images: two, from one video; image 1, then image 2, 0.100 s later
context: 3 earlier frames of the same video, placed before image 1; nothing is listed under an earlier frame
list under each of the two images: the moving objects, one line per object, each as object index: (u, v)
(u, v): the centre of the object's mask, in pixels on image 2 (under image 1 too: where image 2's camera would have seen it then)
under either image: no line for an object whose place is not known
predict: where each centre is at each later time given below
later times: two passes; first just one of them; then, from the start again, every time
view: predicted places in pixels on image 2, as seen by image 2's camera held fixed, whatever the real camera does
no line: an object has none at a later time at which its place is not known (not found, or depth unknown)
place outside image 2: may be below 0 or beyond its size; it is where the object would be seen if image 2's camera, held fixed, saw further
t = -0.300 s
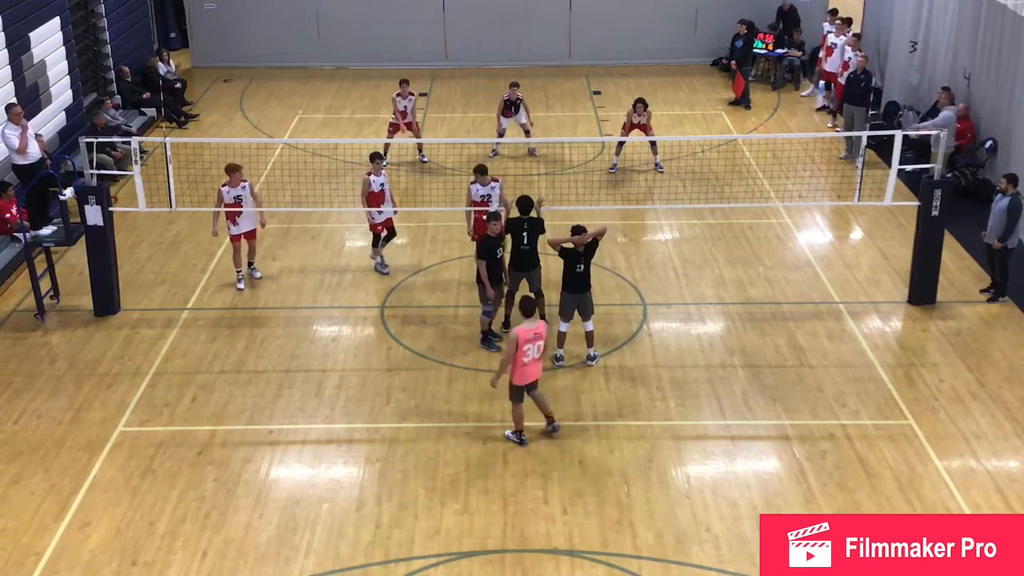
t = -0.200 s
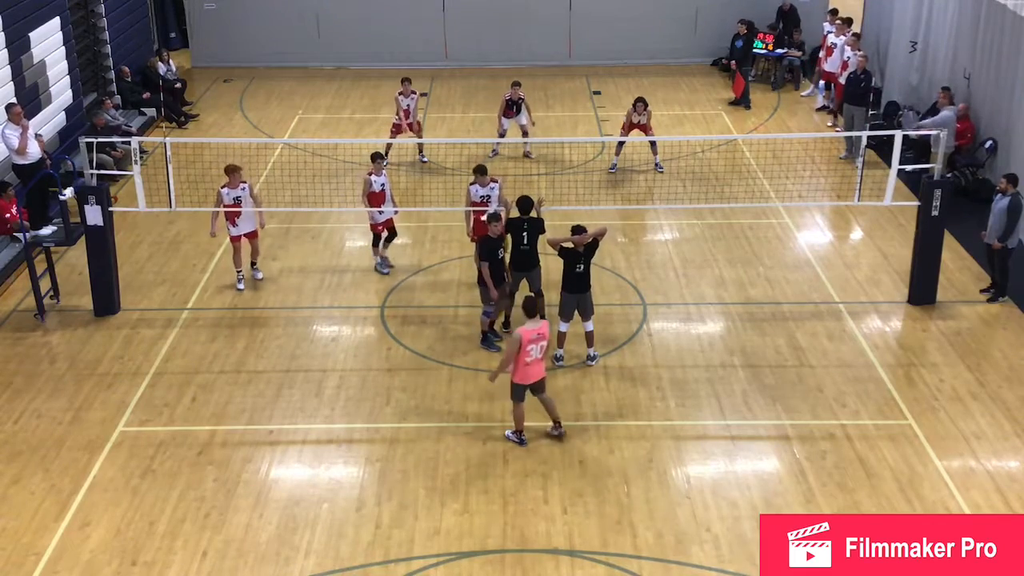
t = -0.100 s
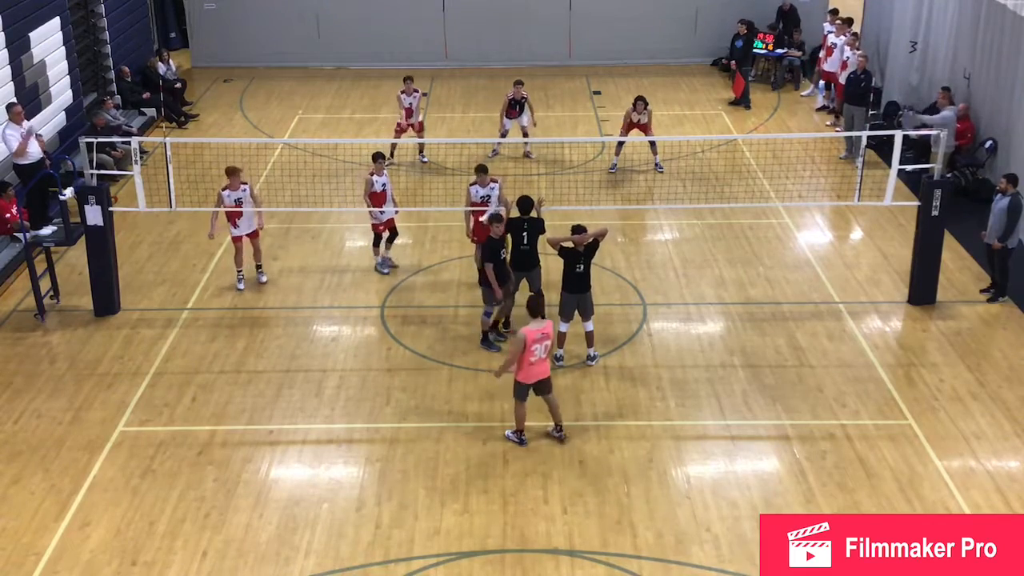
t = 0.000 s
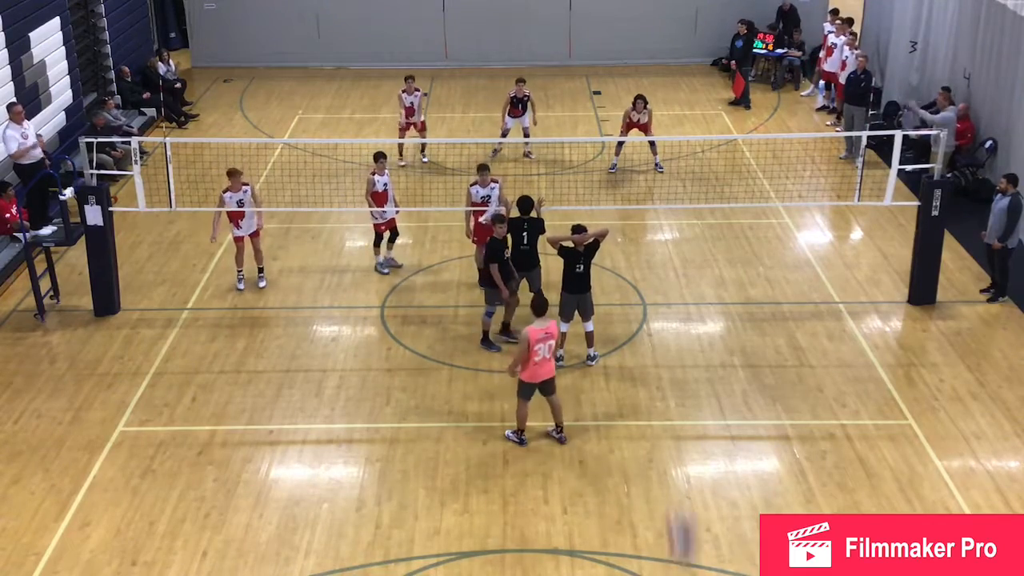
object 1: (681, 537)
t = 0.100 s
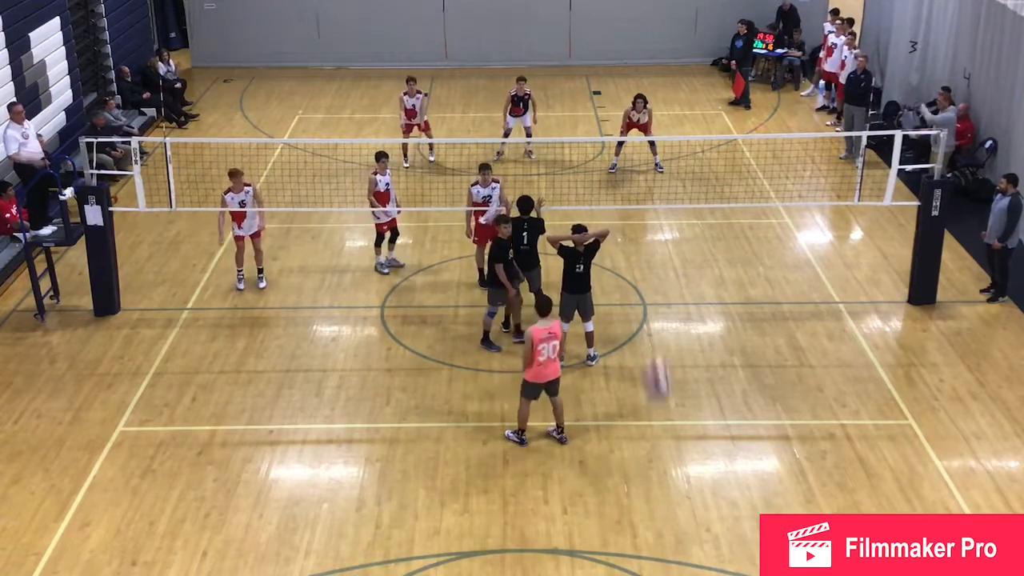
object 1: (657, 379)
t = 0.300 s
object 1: (619, 200)
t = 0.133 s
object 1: (650, 339)
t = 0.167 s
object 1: (643, 304)
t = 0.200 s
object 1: (637, 272)
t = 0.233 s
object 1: (632, 243)
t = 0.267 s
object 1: (625, 219)
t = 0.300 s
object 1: (619, 200)
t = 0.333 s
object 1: (615, 181)
